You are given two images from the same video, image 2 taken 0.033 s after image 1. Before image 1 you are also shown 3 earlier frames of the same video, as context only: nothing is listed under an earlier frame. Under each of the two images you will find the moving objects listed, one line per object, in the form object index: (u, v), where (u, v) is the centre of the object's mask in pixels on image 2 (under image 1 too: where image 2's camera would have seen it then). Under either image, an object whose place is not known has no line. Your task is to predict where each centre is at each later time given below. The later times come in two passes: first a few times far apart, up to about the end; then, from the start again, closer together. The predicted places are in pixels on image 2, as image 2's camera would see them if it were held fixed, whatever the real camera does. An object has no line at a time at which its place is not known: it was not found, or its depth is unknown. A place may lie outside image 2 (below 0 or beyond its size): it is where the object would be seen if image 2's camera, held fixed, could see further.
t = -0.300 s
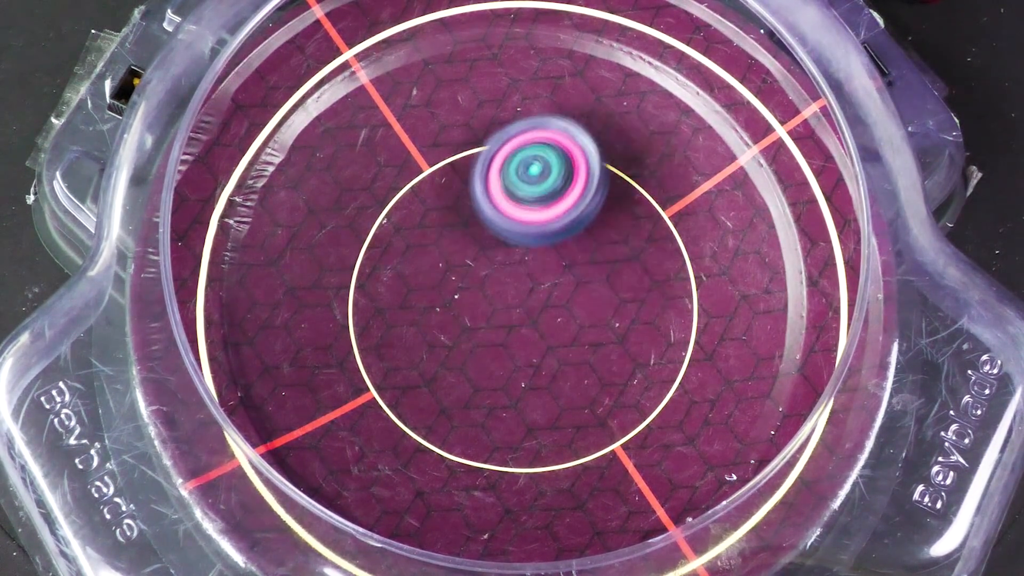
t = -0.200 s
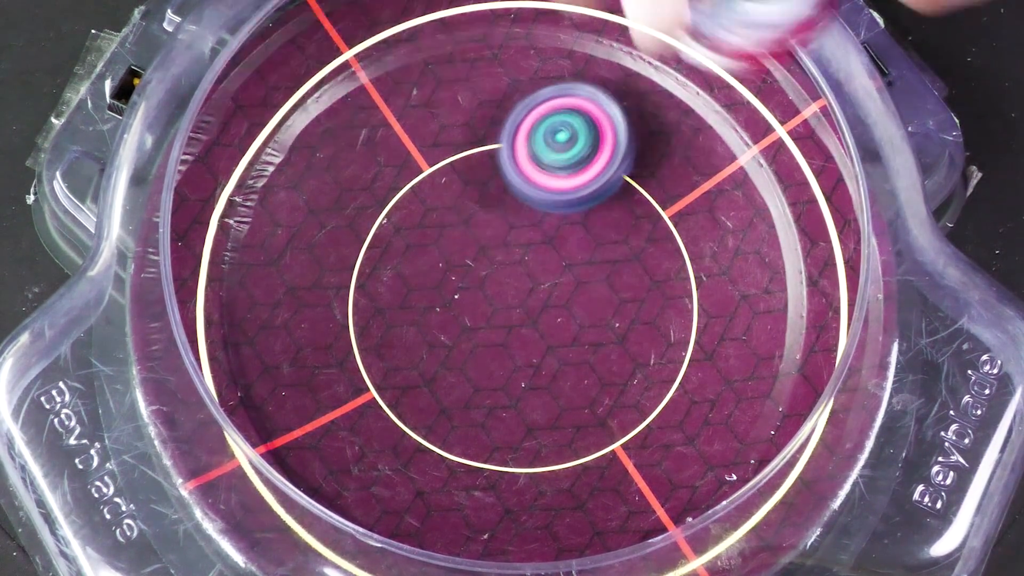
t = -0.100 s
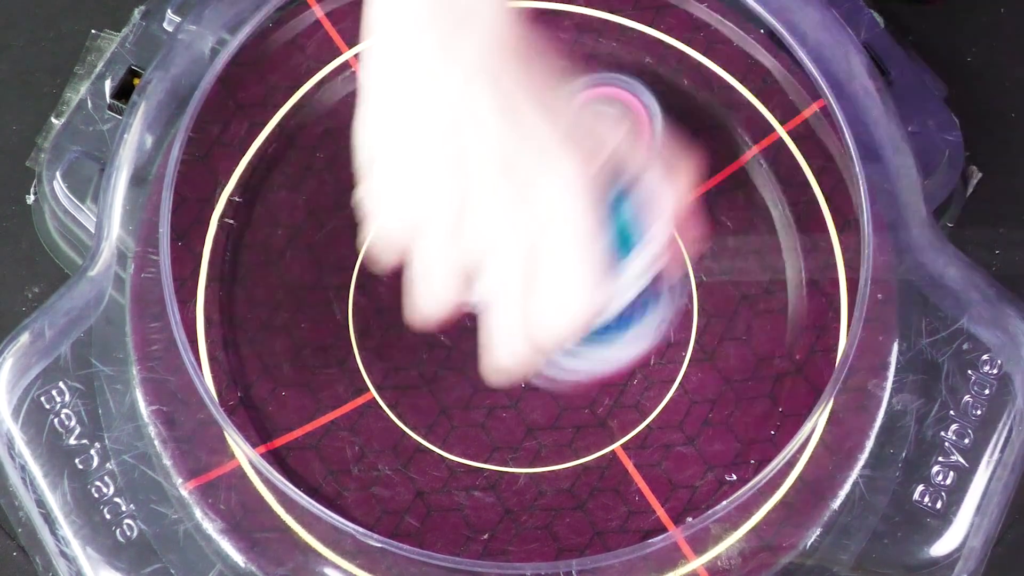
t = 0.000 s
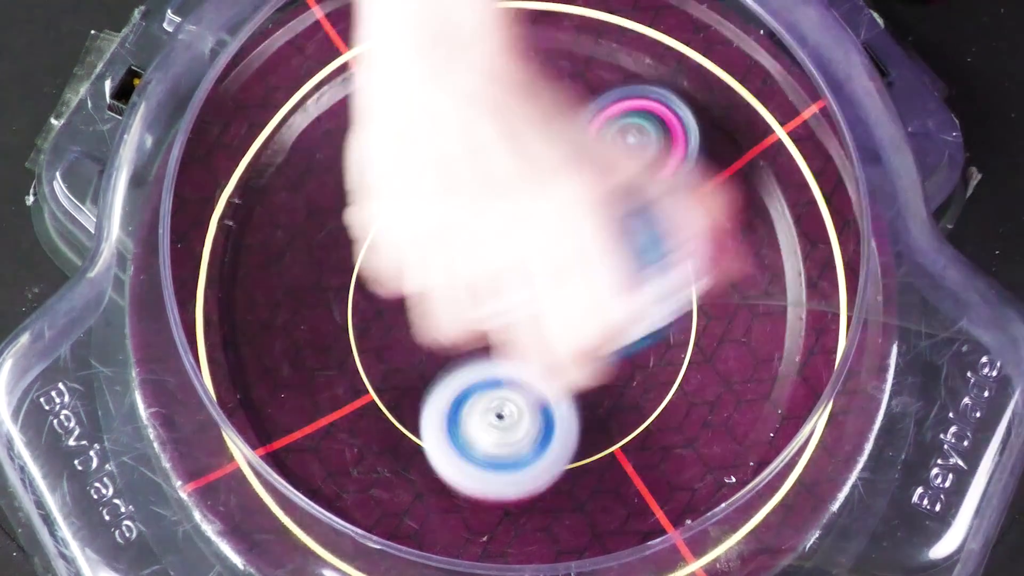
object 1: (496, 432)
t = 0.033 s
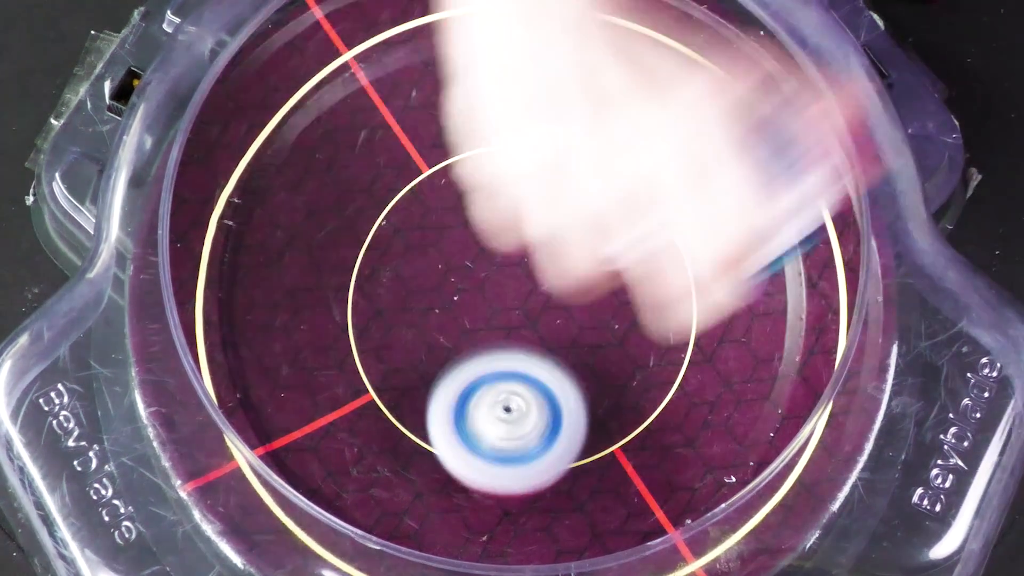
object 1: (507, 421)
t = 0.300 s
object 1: (663, 437)
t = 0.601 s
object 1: (598, 527)
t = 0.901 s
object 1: (513, 372)
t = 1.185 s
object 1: (653, 323)
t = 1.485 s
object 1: (749, 330)
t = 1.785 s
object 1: (589, 330)
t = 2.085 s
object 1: (566, 91)
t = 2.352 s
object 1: (743, 183)
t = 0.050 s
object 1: (511, 419)
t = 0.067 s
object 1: (514, 420)
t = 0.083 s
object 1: (520, 416)
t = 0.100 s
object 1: (528, 413)
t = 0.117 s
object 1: (536, 409)
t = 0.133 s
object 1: (546, 404)
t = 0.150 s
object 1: (557, 399)
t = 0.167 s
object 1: (568, 395)
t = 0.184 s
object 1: (579, 391)
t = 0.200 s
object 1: (591, 388)
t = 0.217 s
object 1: (602, 384)
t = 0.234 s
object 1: (613, 381)
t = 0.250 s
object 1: (626, 386)
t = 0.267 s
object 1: (639, 403)
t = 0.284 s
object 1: (651, 421)
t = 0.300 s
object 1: (663, 437)
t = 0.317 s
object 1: (670, 451)
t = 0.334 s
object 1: (678, 469)
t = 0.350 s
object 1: (682, 485)
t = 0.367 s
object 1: (682, 498)
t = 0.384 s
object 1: (674, 504)
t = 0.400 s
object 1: (666, 511)
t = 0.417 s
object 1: (658, 516)
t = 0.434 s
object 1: (650, 520)
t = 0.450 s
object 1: (643, 523)
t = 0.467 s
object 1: (636, 527)
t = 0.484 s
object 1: (630, 529)
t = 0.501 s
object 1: (625, 530)
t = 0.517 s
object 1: (620, 532)
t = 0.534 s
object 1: (616, 532)
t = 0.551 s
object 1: (610, 532)
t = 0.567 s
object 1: (607, 531)
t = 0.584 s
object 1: (602, 529)
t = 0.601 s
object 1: (598, 527)
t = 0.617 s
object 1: (594, 525)
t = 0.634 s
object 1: (590, 523)
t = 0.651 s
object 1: (582, 518)
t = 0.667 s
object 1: (570, 510)
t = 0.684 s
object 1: (558, 501)
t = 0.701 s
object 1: (546, 492)
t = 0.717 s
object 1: (534, 480)
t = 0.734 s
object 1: (523, 463)
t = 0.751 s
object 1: (512, 443)
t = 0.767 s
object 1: (506, 423)
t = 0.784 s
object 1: (500, 399)
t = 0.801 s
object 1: (495, 380)
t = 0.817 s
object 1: (494, 357)
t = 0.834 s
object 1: (494, 335)
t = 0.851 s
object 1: (496, 334)
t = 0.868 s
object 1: (502, 344)
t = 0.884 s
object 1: (508, 356)
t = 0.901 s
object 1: (513, 372)
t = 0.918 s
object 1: (519, 387)
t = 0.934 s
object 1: (527, 392)
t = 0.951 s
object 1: (536, 395)
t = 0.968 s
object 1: (544, 399)
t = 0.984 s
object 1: (553, 403)
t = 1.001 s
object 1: (560, 402)
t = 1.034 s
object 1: (575, 398)
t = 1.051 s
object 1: (583, 391)
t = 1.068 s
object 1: (591, 383)
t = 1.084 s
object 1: (599, 373)
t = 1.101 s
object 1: (609, 363)
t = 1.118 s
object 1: (617, 354)
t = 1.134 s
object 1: (626, 346)
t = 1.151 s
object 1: (635, 338)
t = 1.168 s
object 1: (644, 330)
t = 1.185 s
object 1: (653, 323)
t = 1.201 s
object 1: (661, 317)
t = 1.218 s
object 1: (671, 312)
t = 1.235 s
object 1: (679, 307)
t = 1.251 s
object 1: (688, 303)
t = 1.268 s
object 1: (695, 298)
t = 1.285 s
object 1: (705, 296)
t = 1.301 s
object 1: (712, 293)
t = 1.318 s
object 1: (720, 292)
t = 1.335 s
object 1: (725, 292)
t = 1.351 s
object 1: (731, 295)
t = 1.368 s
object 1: (735, 296)
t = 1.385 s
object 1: (740, 299)
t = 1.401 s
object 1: (743, 302)
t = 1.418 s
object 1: (747, 306)
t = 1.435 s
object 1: (748, 311)
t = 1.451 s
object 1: (750, 316)
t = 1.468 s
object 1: (749, 323)
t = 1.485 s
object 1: (749, 330)
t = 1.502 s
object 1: (747, 335)
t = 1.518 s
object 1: (745, 344)
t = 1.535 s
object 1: (741, 351)
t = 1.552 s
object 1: (737, 358)
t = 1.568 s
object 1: (731, 363)
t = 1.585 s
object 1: (725, 368)
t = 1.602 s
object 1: (717, 373)
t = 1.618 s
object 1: (710, 377)
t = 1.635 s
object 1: (700, 378)
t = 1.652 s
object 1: (689, 379)
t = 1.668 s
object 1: (677, 378)
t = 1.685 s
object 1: (665, 377)
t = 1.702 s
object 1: (654, 374)
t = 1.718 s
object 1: (640, 368)
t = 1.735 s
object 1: (627, 361)
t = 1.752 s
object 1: (612, 352)
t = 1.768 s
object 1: (601, 342)
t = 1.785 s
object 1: (589, 330)
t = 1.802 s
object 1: (578, 317)
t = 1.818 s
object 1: (568, 302)
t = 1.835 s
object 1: (558, 287)
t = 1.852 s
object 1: (552, 273)
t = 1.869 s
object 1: (544, 256)
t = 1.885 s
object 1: (538, 240)
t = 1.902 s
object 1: (532, 223)
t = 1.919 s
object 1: (527, 208)
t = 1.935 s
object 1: (526, 192)
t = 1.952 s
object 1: (526, 176)
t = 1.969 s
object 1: (526, 163)
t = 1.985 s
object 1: (528, 149)
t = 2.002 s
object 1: (531, 136)
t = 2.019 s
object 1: (534, 126)
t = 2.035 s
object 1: (541, 115)
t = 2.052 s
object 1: (548, 106)
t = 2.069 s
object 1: (556, 99)
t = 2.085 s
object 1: (566, 91)
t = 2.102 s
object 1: (576, 87)
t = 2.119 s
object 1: (586, 84)
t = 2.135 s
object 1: (599, 82)
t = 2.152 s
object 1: (611, 80)
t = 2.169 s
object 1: (625, 79)
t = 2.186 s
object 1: (638, 79)
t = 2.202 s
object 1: (651, 81)
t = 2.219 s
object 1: (667, 84)
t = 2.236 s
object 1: (681, 88)
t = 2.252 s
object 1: (695, 94)
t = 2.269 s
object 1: (707, 102)
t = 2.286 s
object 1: (717, 114)
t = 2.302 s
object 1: (726, 130)
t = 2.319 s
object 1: (735, 147)
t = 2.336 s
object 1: (740, 165)
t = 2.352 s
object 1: (743, 183)
